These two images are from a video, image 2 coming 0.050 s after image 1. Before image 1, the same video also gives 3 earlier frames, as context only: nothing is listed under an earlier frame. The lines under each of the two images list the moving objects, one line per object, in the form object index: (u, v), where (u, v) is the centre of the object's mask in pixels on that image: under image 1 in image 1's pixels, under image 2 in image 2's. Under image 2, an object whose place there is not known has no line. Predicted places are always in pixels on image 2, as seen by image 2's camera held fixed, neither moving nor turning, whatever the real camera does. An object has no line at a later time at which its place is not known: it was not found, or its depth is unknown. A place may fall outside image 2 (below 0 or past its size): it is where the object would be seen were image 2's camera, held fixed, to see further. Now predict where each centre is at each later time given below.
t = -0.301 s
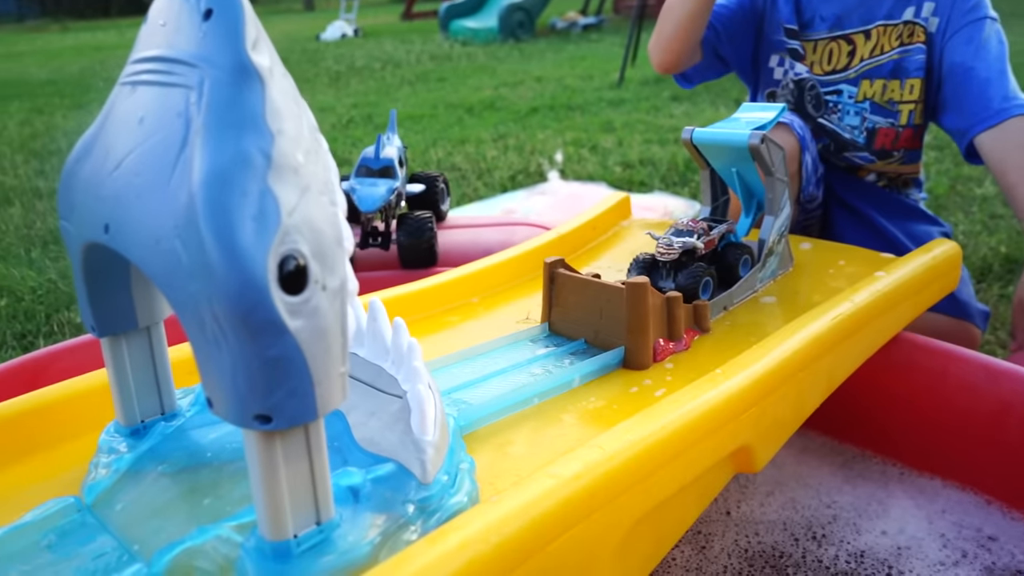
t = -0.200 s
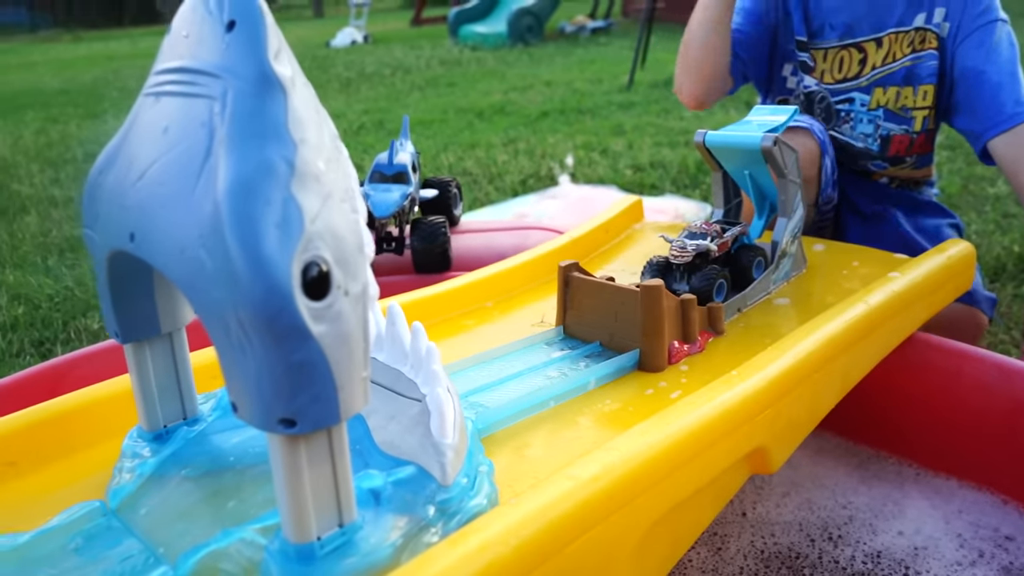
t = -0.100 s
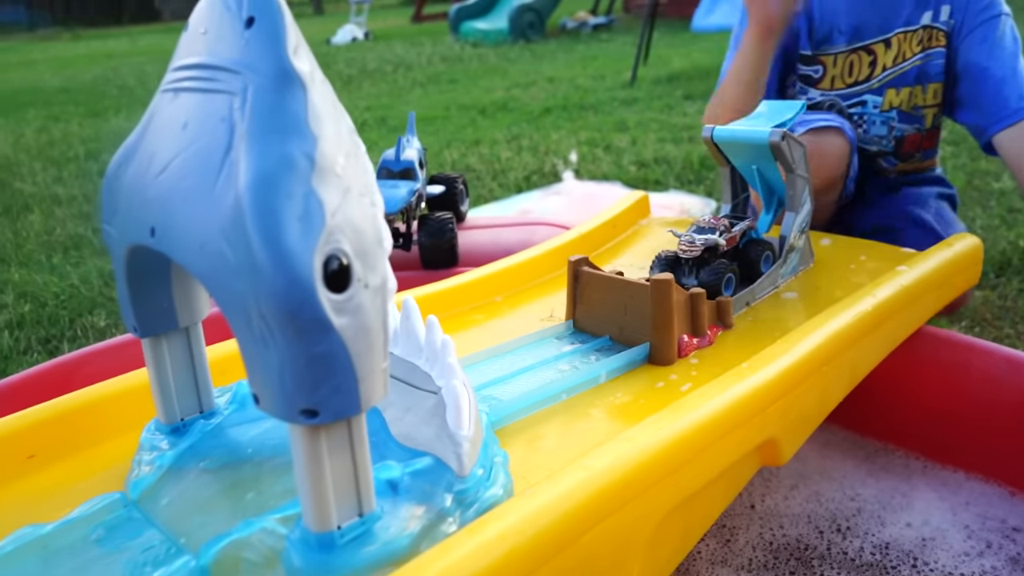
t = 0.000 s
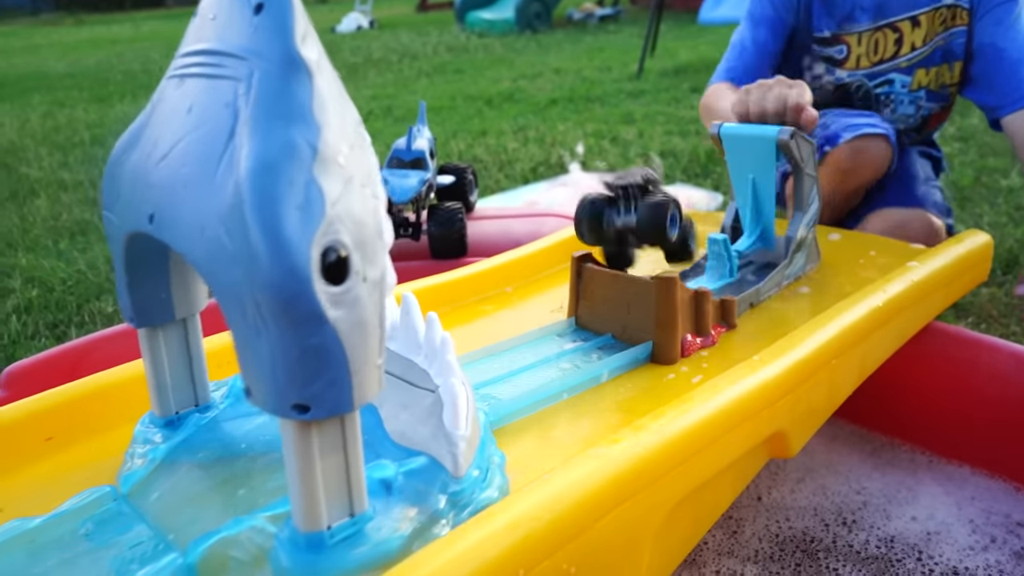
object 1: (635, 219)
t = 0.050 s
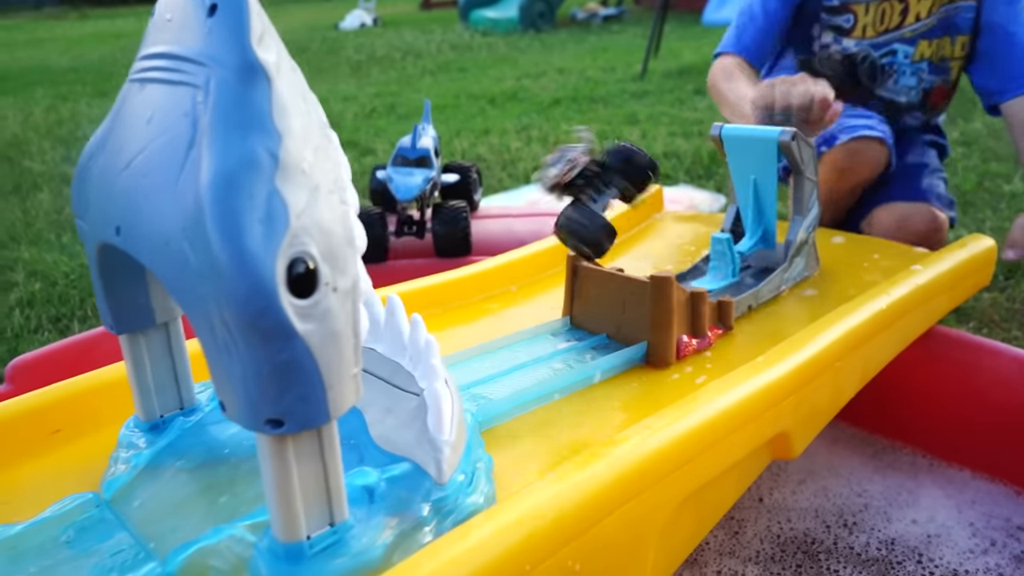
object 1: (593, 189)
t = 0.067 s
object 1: (578, 187)
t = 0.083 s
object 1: (562, 190)
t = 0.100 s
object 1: (542, 194)
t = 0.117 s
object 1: (515, 204)
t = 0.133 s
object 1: (489, 223)
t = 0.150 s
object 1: (459, 244)
